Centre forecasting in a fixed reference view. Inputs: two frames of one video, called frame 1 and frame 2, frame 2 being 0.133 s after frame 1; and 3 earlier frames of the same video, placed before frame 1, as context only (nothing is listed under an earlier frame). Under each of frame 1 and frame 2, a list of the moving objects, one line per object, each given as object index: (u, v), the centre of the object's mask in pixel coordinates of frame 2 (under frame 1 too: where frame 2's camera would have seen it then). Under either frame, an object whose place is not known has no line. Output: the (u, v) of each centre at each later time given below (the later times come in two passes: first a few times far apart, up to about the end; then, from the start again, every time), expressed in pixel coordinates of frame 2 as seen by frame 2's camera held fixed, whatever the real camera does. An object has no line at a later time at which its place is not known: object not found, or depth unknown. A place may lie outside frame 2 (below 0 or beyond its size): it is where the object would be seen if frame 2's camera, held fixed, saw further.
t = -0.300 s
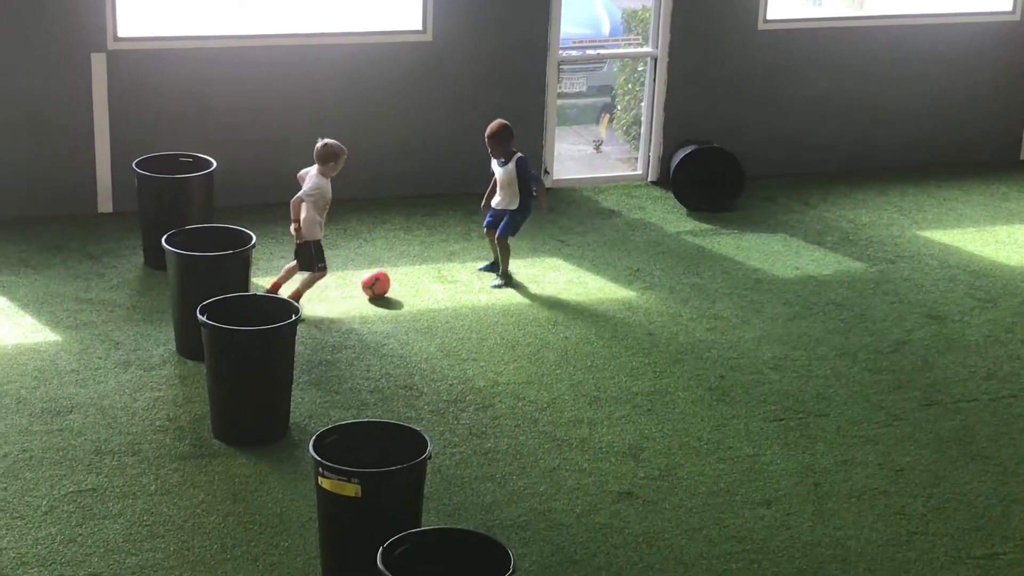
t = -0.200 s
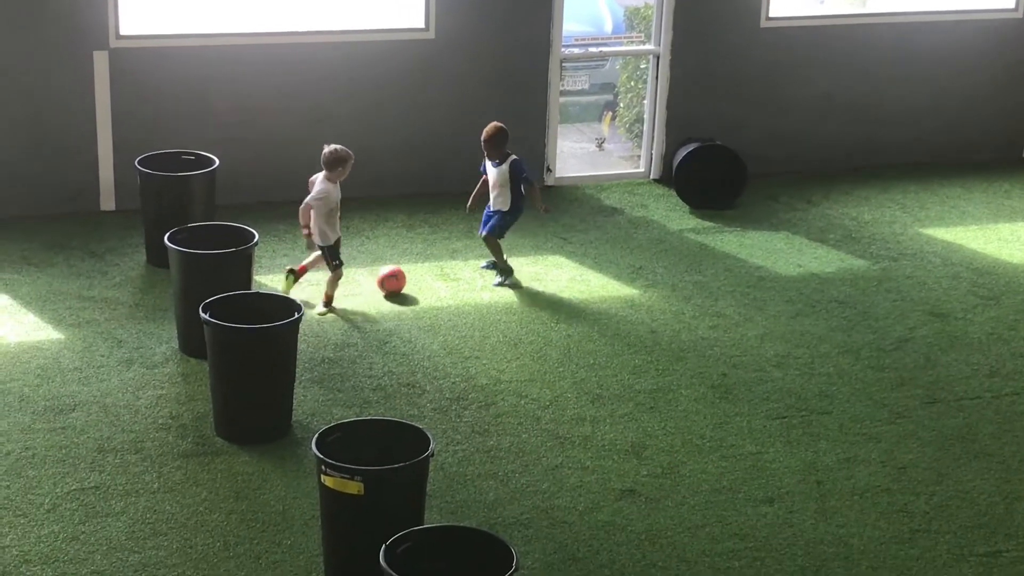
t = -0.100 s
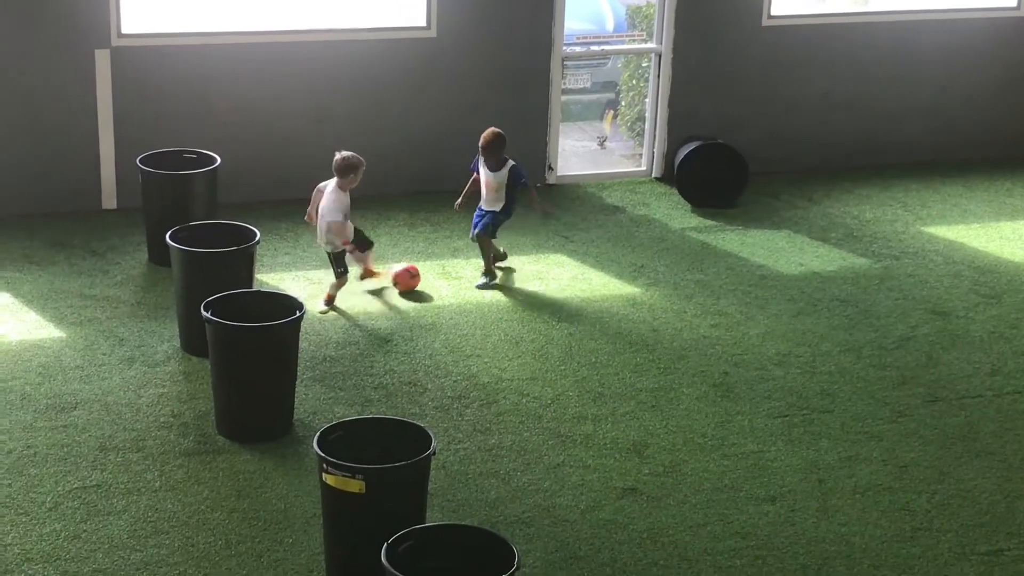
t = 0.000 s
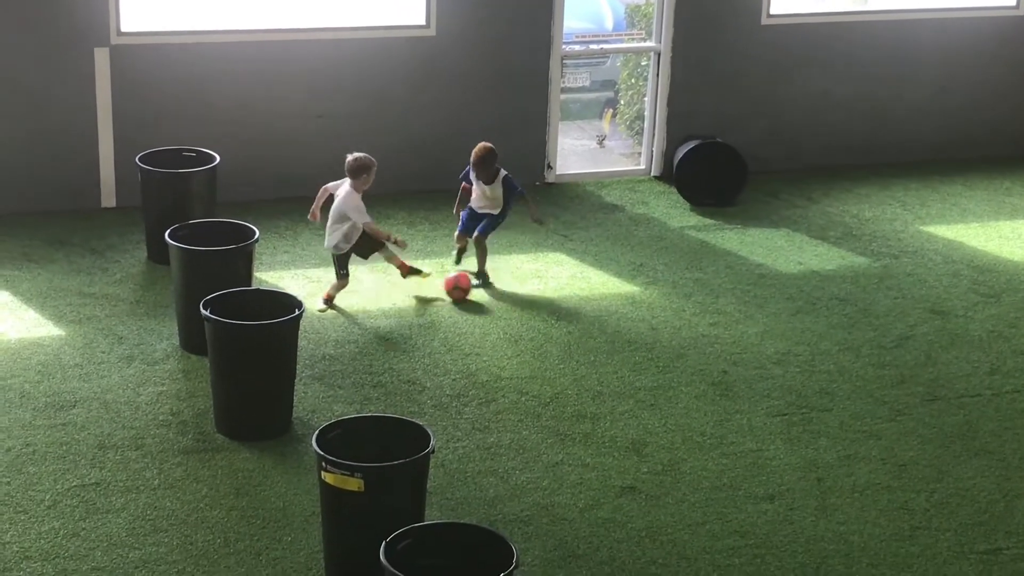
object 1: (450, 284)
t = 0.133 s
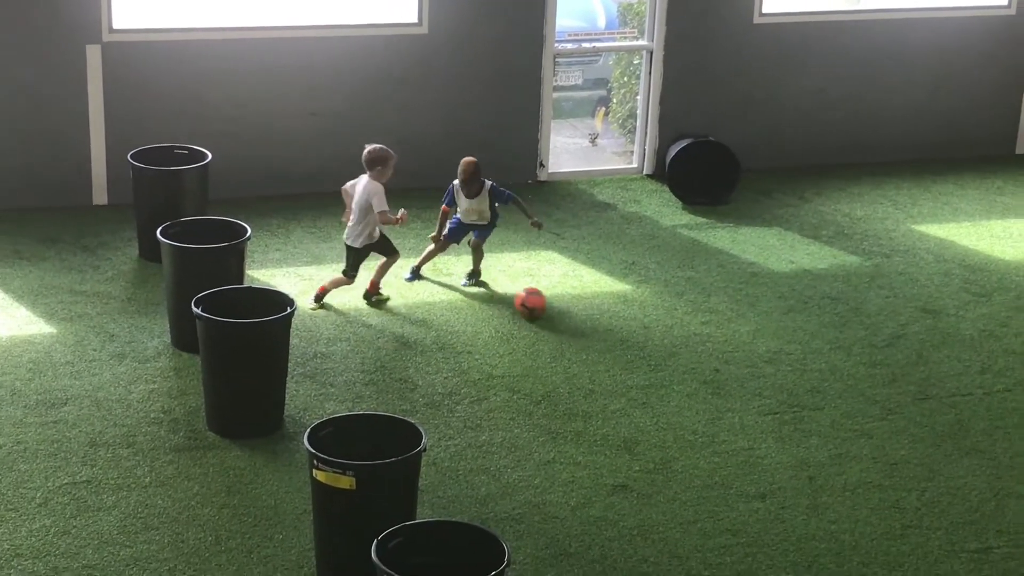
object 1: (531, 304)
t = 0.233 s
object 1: (587, 317)
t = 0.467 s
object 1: (706, 341)
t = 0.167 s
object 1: (551, 309)
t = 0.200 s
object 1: (569, 312)
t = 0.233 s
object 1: (587, 317)
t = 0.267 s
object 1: (604, 320)
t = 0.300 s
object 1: (621, 324)
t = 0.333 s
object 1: (638, 328)
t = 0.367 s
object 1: (655, 331)
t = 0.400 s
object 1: (672, 335)
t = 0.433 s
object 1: (689, 339)
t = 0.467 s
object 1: (706, 341)
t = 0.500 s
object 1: (724, 345)
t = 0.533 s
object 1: (742, 350)
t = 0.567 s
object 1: (759, 353)
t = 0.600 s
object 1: (776, 357)
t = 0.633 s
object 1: (793, 361)
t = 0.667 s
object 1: (811, 365)
